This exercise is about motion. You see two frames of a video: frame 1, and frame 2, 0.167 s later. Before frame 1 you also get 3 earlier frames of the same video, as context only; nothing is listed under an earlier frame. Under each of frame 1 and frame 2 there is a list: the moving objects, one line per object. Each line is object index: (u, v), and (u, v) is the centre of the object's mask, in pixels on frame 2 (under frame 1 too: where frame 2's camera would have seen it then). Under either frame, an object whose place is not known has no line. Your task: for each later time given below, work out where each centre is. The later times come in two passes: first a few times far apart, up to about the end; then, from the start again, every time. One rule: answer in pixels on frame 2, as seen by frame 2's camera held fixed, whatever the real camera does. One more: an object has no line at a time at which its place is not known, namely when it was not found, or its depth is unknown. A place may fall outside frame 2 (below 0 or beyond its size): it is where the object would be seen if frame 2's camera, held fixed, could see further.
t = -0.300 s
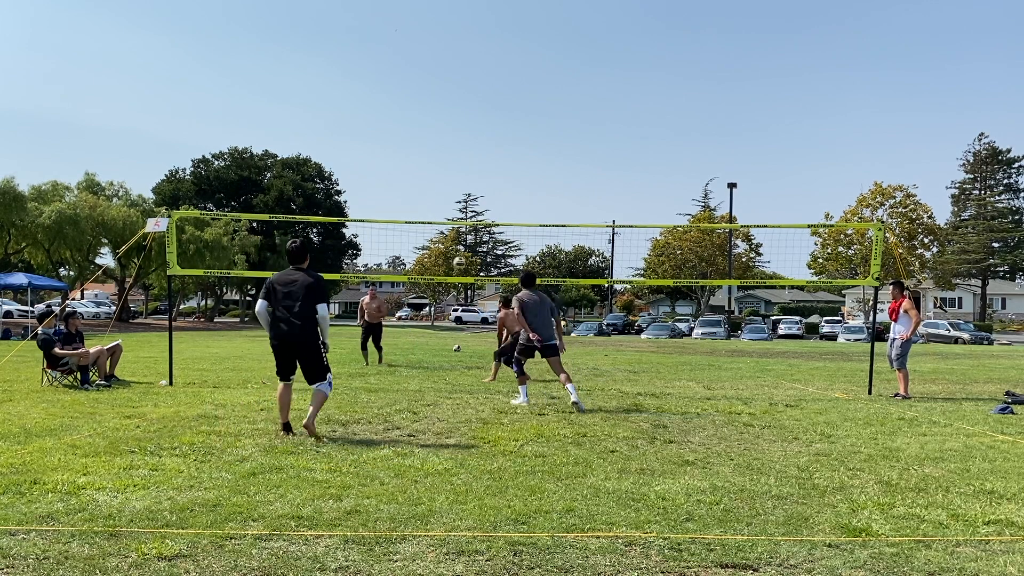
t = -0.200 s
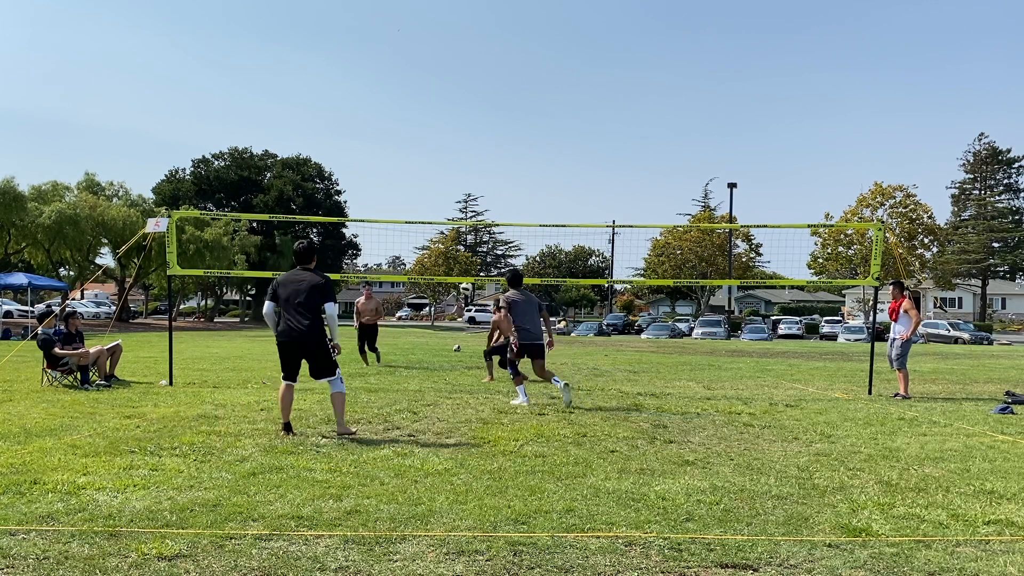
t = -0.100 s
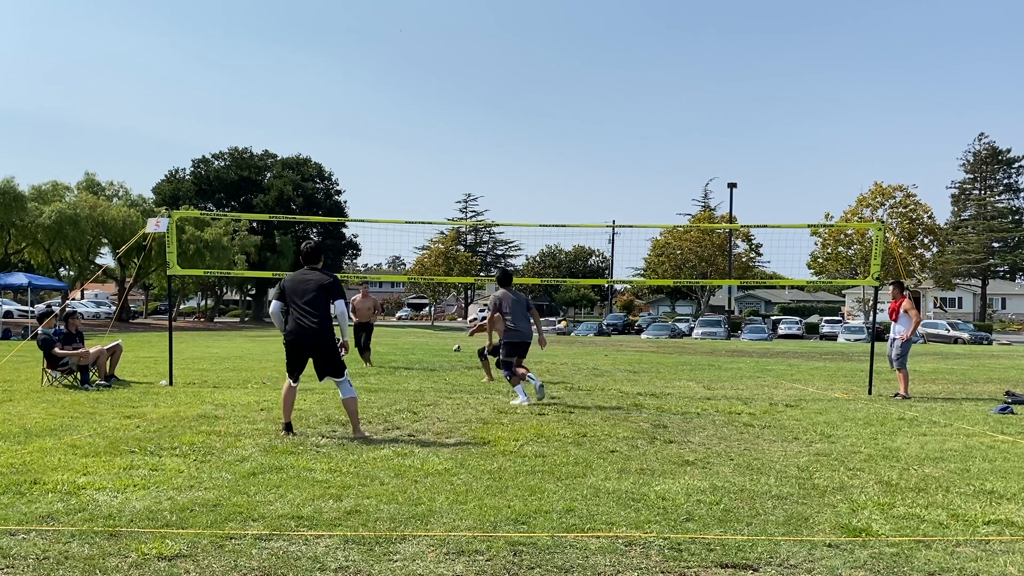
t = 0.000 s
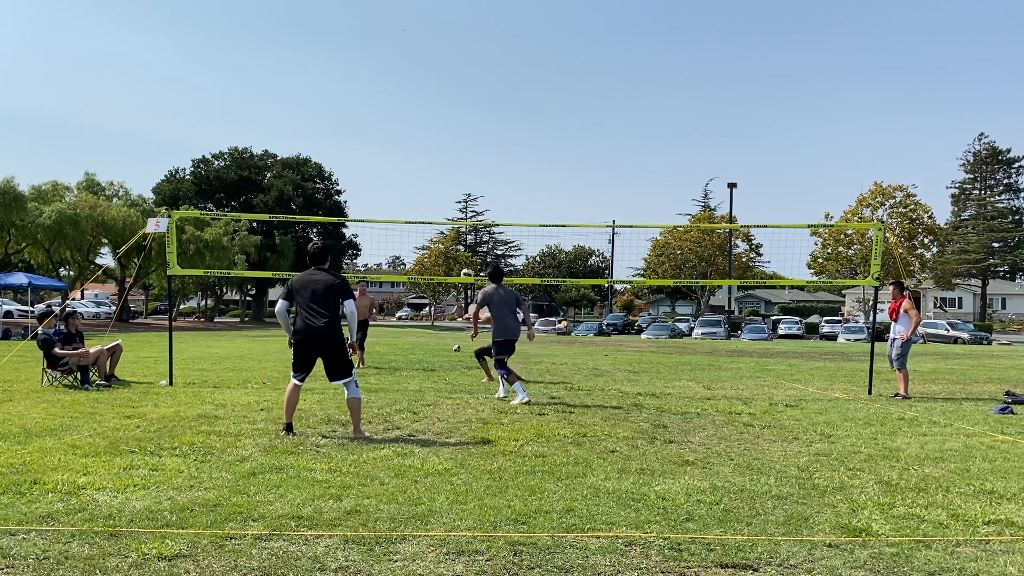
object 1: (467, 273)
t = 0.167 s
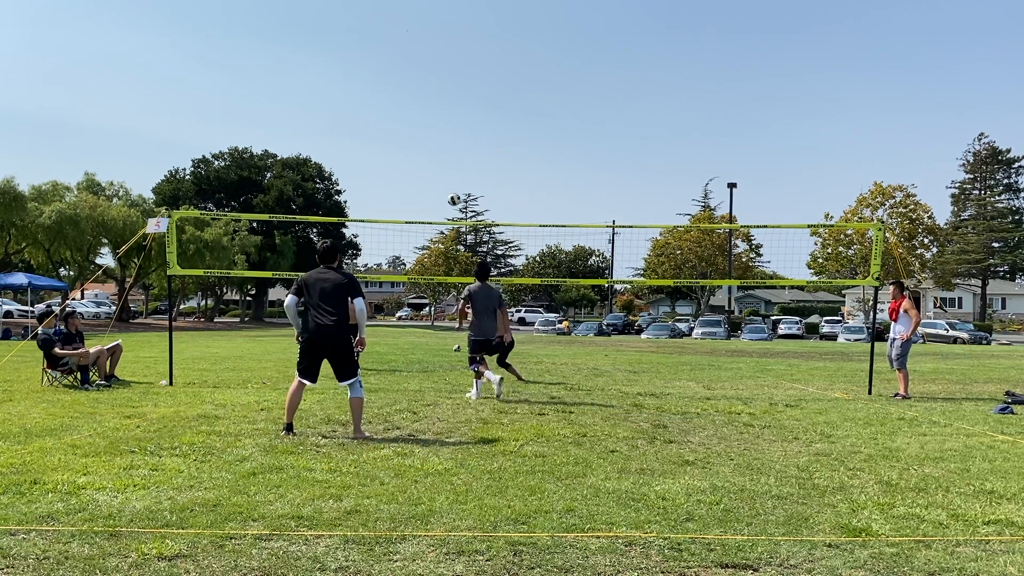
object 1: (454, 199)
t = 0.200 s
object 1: (451, 186)
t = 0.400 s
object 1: (437, 123)
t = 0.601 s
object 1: (421, 84)
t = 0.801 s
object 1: (406, 69)
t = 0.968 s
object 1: (392, 75)
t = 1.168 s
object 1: (376, 104)
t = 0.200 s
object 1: (451, 186)
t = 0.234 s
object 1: (449, 174)
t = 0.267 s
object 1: (446, 162)
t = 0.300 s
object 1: (444, 151)
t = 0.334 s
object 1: (441, 141)
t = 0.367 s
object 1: (439, 132)
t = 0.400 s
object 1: (437, 123)
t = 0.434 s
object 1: (434, 115)
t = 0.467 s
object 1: (431, 107)
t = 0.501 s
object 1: (429, 100)
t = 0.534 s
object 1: (426, 94)
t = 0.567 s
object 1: (424, 89)
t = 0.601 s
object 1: (421, 84)
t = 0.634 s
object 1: (419, 80)
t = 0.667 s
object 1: (416, 77)
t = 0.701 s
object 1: (414, 74)
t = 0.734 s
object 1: (411, 72)
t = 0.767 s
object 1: (409, 70)
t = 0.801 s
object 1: (406, 69)
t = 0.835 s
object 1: (403, 69)
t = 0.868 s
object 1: (401, 70)
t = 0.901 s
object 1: (398, 71)
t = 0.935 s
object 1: (395, 73)
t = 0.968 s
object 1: (392, 75)
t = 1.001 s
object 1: (390, 78)
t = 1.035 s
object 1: (387, 82)
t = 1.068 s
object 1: (384, 86)
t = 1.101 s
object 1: (381, 91)
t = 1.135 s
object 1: (379, 97)
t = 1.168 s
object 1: (376, 104)
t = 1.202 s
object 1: (373, 111)
